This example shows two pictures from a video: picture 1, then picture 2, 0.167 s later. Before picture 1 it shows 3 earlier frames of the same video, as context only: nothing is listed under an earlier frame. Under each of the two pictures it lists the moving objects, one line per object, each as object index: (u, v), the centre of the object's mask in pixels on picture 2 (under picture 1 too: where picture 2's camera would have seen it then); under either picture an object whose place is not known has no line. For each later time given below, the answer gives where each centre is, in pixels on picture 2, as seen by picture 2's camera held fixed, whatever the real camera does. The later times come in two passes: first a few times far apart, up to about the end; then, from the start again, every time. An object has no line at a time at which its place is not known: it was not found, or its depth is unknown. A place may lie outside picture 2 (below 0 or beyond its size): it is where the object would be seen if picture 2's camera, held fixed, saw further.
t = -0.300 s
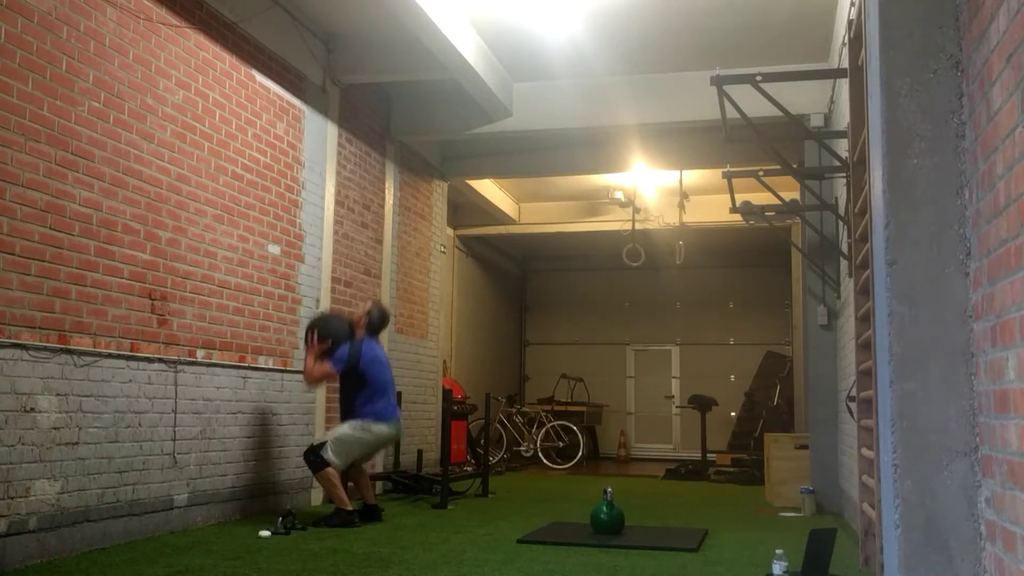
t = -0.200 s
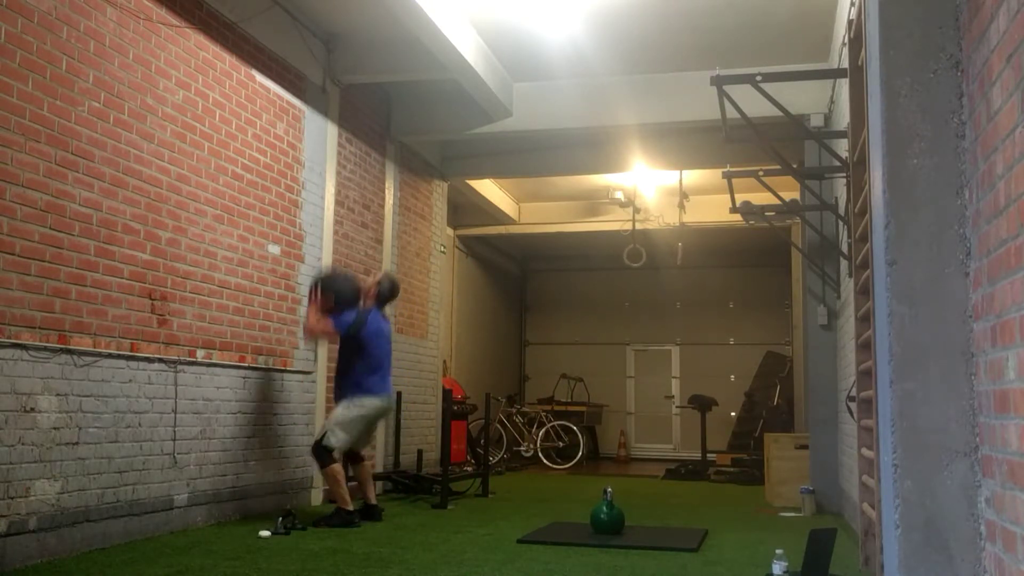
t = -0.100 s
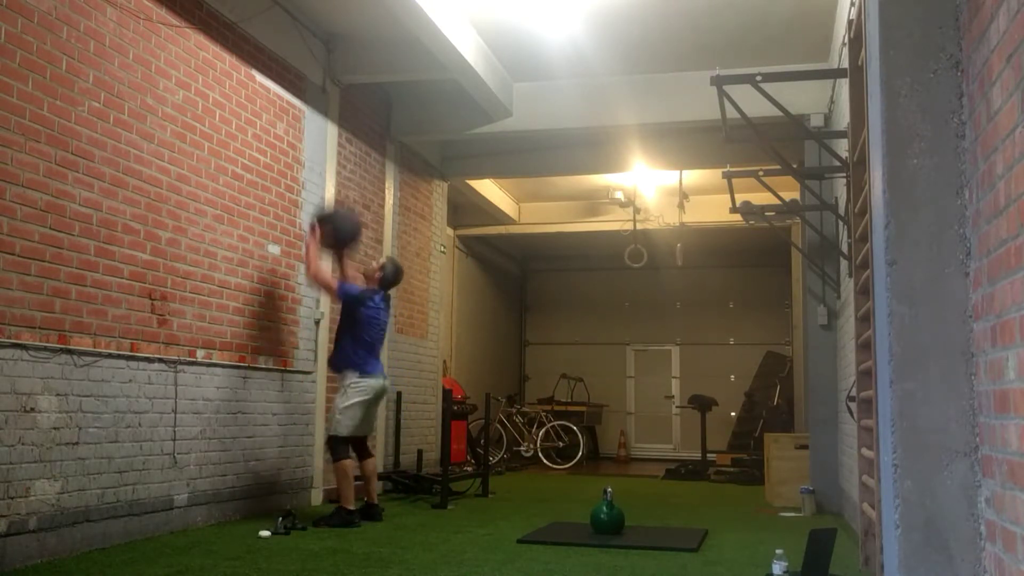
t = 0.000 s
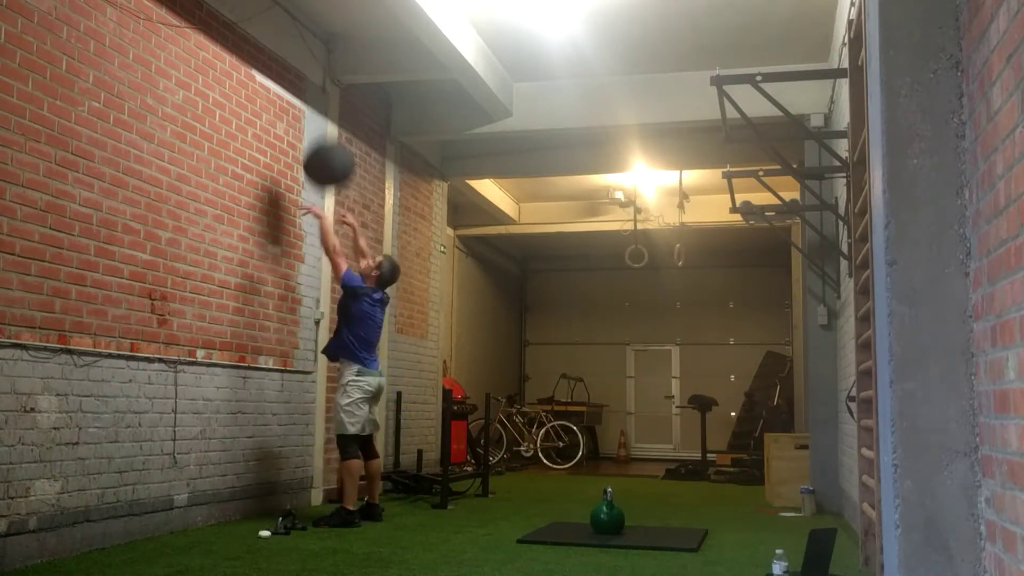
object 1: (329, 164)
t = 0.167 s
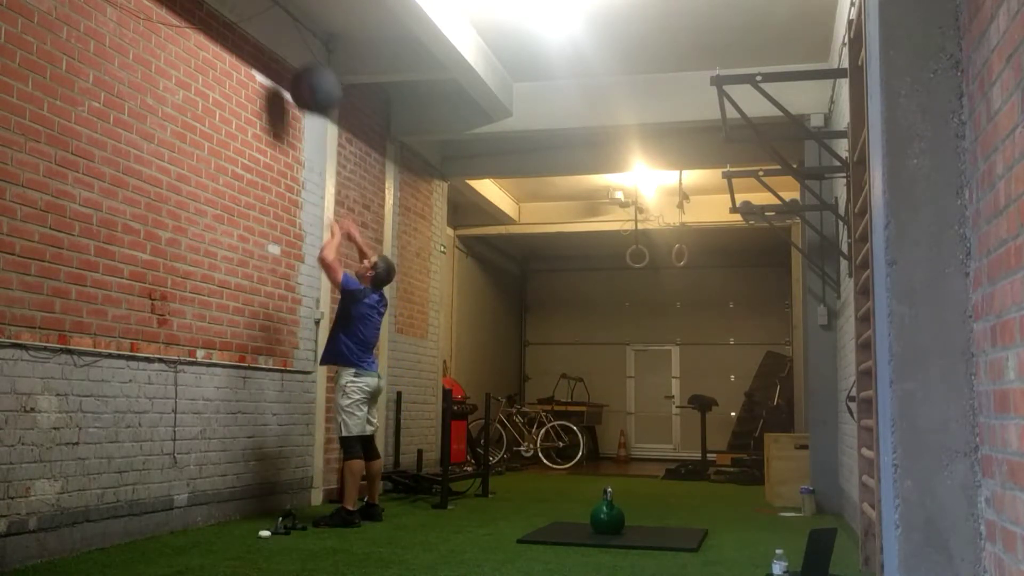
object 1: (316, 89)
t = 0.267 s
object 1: (307, 65)
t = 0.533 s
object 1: (299, 61)
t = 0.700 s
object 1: (309, 105)
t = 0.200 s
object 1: (313, 79)
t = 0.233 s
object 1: (310, 71)
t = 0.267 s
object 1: (307, 65)
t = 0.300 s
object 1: (305, 58)
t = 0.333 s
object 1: (302, 54)
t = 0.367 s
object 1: (298, 52)
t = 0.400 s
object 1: (295, 51)
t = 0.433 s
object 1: (295, 51)
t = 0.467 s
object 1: (295, 53)
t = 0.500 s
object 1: (297, 57)
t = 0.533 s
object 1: (299, 61)
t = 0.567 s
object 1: (302, 67)
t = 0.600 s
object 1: (302, 74)
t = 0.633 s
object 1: (307, 82)
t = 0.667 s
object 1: (308, 92)
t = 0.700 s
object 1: (309, 105)
